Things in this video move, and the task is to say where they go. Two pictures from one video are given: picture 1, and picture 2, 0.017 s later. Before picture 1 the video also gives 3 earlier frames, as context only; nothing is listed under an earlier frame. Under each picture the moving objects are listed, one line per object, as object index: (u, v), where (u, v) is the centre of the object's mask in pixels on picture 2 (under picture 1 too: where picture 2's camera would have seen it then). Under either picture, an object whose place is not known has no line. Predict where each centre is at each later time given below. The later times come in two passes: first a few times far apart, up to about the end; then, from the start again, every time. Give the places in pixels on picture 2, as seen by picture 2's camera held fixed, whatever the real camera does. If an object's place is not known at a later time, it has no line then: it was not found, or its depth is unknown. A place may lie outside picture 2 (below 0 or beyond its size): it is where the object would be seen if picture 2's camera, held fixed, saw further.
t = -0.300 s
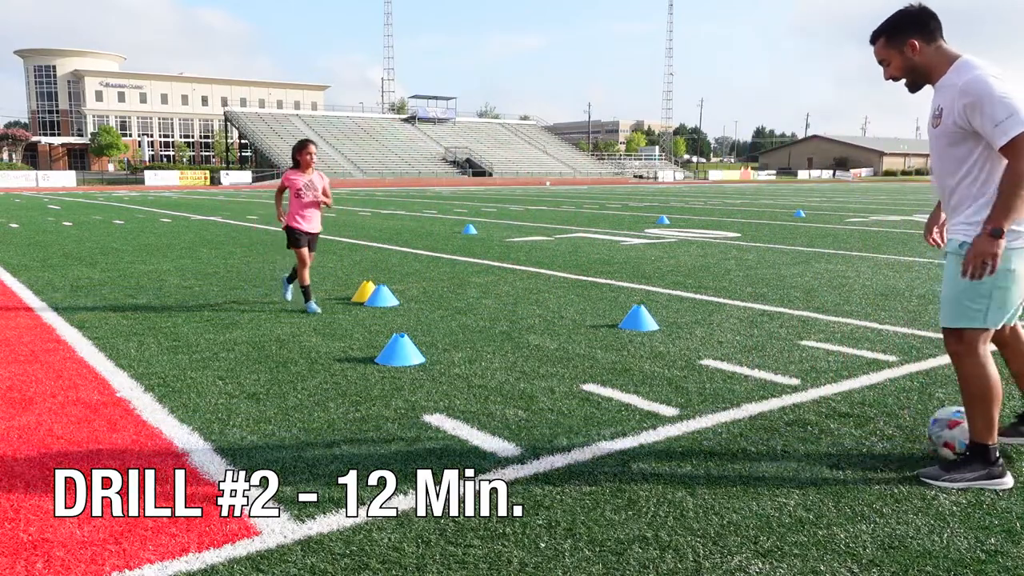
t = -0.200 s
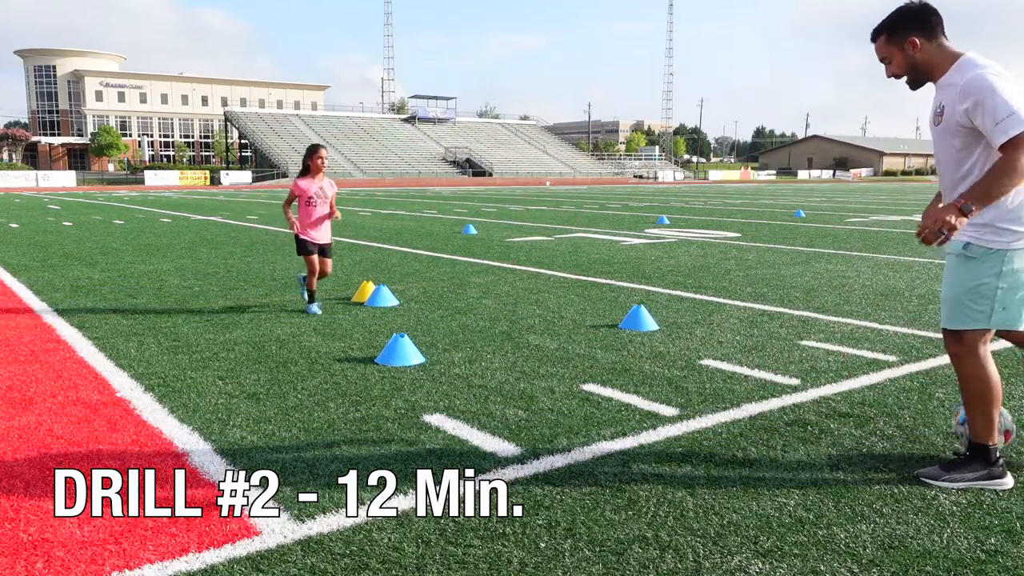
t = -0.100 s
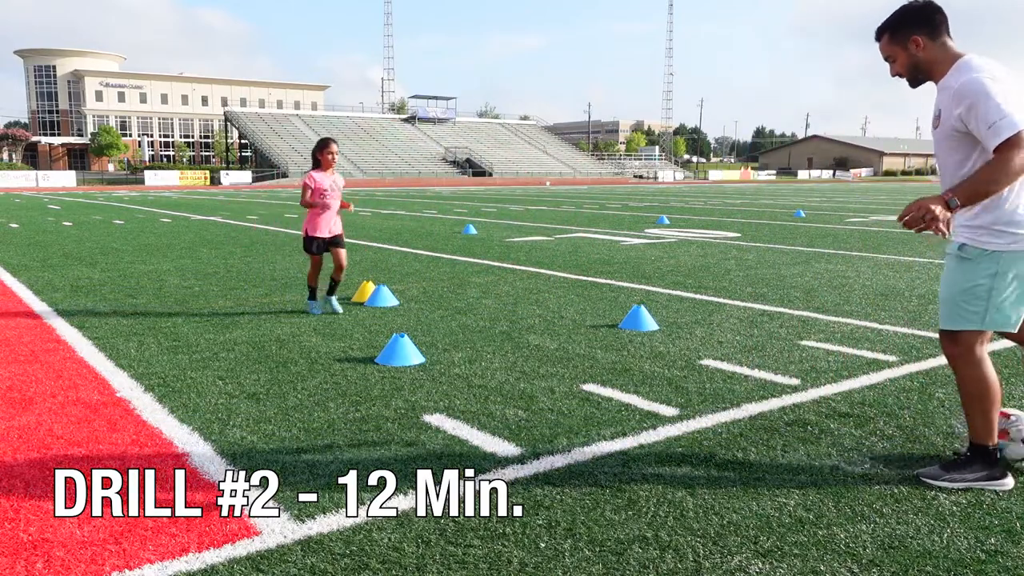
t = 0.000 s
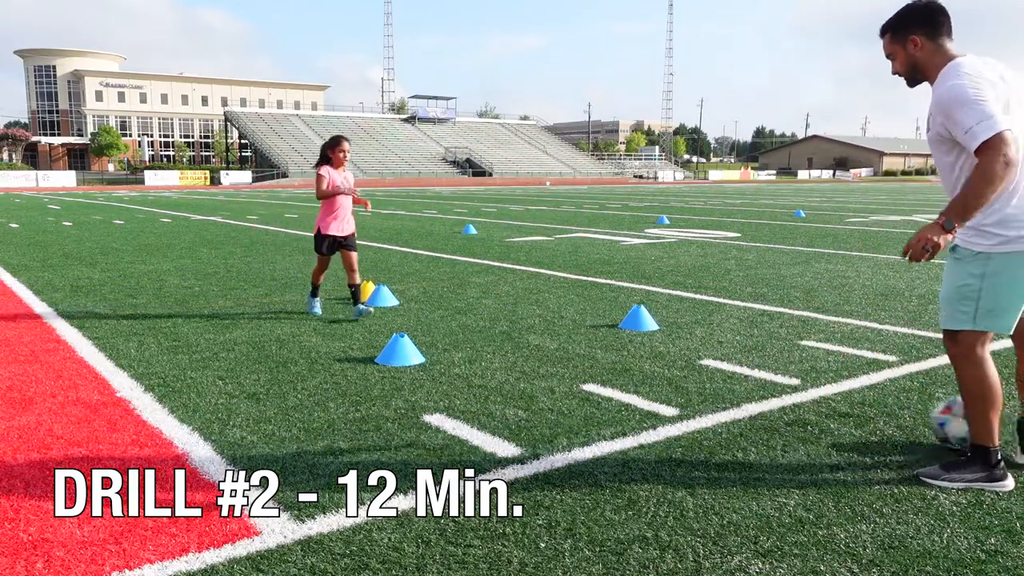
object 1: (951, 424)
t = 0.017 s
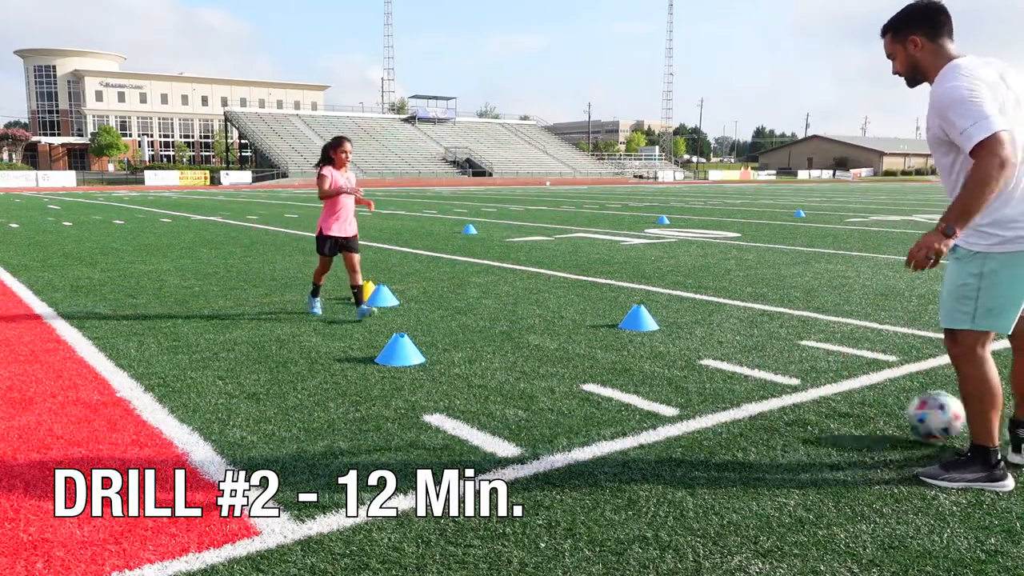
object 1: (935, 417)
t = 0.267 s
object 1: (675, 370)
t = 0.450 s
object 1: (571, 345)
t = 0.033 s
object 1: (913, 410)
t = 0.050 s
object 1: (891, 406)
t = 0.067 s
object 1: (870, 402)
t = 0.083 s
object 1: (848, 399)
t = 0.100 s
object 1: (828, 397)
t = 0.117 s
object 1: (809, 394)
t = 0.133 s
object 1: (790, 392)
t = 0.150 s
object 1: (773, 388)
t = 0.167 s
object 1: (758, 384)
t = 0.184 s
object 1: (745, 381)
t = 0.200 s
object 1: (729, 377)
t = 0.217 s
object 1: (715, 375)
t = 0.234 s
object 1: (703, 373)
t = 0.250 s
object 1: (688, 371)
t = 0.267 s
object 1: (675, 370)
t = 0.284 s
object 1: (664, 366)
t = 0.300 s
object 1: (653, 363)
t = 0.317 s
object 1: (643, 360)
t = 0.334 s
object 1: (633, 358)
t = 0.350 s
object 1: (624, 357)
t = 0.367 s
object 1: (614, 356)
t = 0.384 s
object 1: (604, 354)
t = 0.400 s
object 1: (595, 353)
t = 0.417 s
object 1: (586, 350)
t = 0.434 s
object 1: (579, 348)
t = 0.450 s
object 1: (571, 345)
